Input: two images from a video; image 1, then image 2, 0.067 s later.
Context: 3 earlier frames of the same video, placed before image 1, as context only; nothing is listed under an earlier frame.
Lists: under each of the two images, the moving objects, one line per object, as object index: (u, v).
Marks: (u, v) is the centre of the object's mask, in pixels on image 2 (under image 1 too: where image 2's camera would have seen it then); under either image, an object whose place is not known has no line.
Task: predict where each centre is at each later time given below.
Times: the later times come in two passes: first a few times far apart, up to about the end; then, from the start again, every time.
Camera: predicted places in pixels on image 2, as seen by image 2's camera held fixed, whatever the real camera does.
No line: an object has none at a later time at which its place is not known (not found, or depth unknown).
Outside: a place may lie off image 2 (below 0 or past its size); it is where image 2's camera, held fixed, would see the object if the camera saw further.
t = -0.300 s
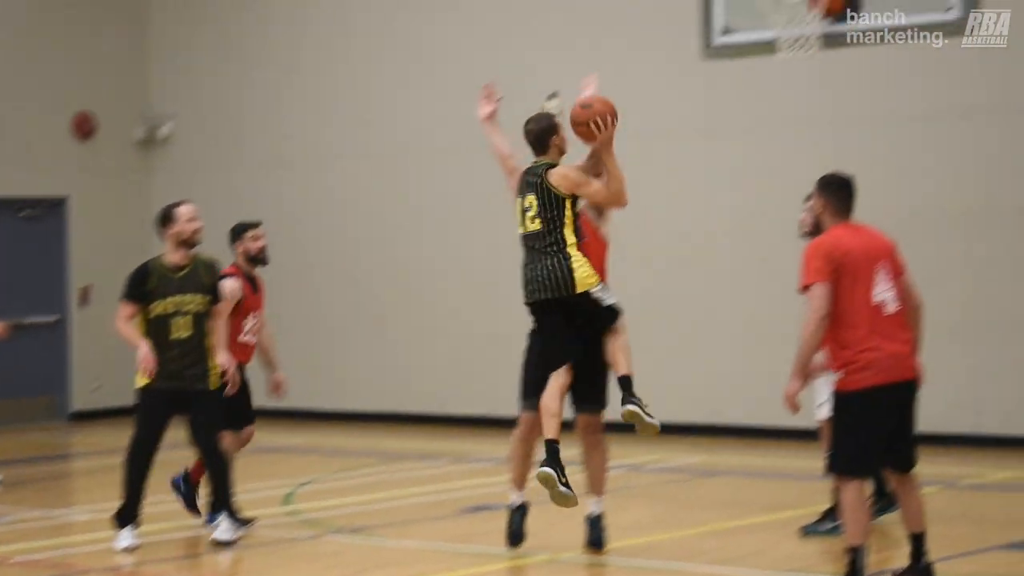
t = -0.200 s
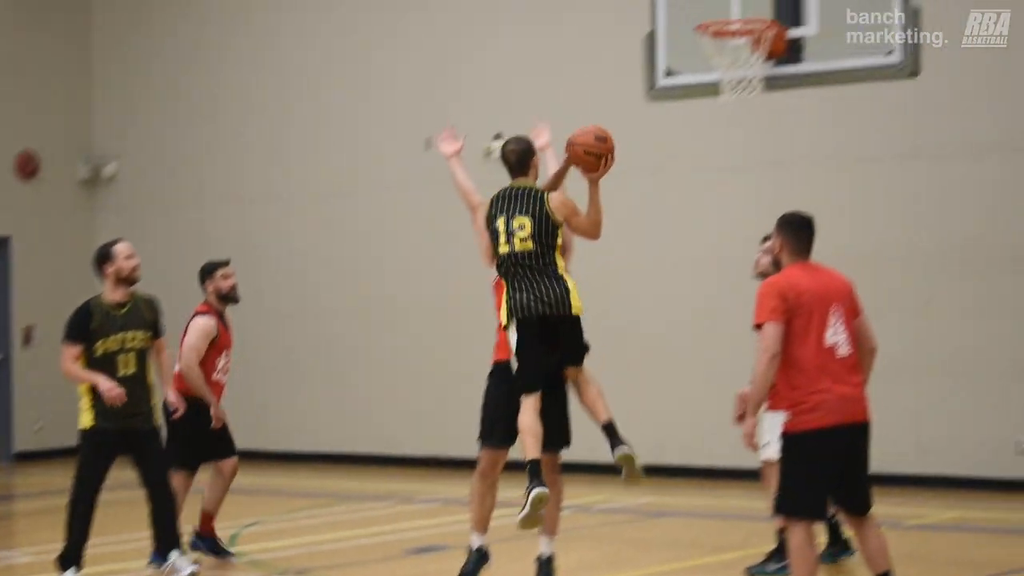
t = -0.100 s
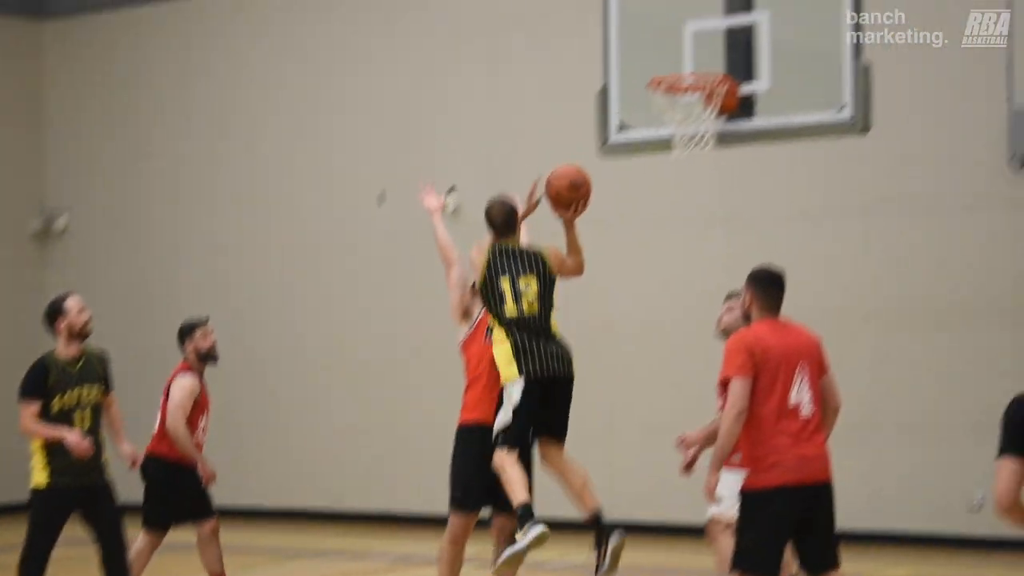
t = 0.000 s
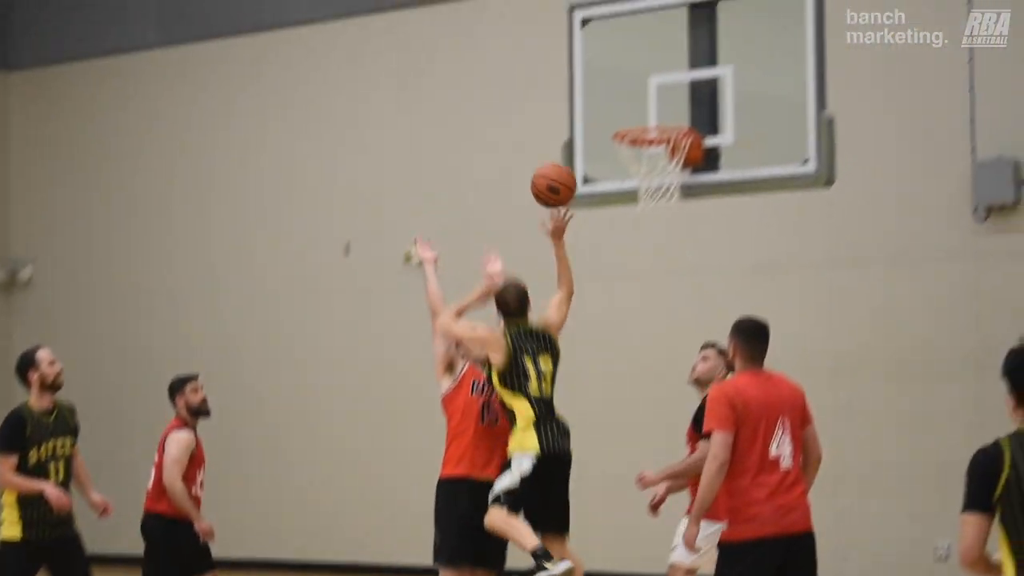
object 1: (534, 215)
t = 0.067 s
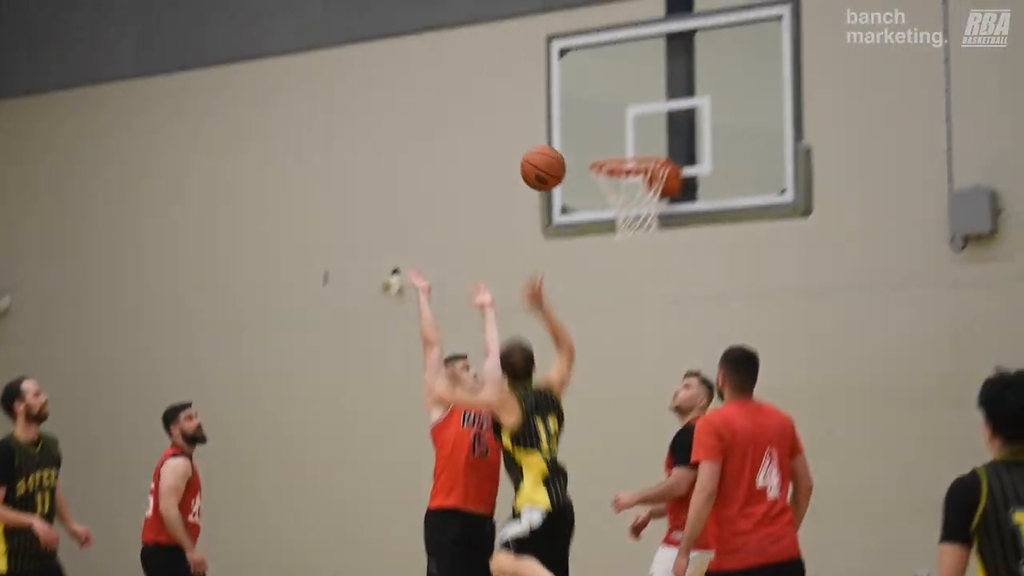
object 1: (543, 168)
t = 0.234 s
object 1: (566, 91)
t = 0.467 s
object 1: (601, 68)
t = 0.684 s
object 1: (633, 128)
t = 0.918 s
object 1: (608, 124)
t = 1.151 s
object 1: (616, 118)
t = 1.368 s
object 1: (621, 144)
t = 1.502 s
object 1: (623, 182)
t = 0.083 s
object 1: (545, 158)
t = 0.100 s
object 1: (547, 148)
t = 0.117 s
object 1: (550, 139)
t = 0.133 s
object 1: (552, 131)
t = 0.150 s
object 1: (554, 123)
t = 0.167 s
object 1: (556, 116)
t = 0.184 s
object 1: (559, 108)
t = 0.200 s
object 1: (561, 102)
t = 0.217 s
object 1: (563, 96)
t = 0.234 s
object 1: (566, 91)
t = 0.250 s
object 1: (568, 86)
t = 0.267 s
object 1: (570, 82)
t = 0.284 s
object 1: (573, 78)
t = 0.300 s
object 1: (576, 75)
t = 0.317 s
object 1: (579, 72)
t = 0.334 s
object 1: (581, 70)
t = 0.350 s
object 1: (584, 68)
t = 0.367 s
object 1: (586, 66)
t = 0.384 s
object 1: (589, 66)
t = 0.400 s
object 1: (591, 66)
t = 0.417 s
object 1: (594, 65)
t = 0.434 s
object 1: (596, 66)
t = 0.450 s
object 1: (599, 66)
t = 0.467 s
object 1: (601, 68)
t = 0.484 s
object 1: (603, 70)
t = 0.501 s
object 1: (605, 72)
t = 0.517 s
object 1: (607, 75)
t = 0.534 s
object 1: (610, 78)
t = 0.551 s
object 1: (612, 81)
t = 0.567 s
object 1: (615, 85)
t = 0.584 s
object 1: (617, 90)
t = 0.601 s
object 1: (620, 95)
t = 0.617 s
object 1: (623, 100)
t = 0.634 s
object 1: (625, 107)
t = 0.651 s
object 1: (628, 114)
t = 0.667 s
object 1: (631, 121)
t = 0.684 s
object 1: (633, 128)
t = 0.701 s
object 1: (635, 135)
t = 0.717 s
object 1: (638, 140)
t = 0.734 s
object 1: (641, 145)
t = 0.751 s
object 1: (637, 145)
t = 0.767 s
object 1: (631, 144)
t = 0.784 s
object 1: (624, 143)
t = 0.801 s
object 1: (618, 143)
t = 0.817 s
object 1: (611, 143)
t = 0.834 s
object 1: (605, 143)
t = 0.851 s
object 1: (605, 140)
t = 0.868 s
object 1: (606, 137)
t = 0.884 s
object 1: (607, 132)
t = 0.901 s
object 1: (607, 128)
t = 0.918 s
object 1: (608, 124)
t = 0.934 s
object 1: (608, 120)
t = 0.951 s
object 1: (609, 117)
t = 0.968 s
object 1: (610, 115)
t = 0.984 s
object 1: (610, 113)
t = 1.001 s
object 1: (611, 111)
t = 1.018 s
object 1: (611, 110)
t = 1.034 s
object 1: (612, 110)
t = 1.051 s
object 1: (612, 110)
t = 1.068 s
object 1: (613, 110)
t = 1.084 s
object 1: (613, 111)
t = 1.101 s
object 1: (614, 112)
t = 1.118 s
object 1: (615, 113)
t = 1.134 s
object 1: (615, 116)
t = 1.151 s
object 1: (616, 118)
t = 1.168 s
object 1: (616, 121)
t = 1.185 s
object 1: (617, 124)
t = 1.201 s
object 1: (618, 128)
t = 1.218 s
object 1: (619, 133)
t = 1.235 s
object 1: (619, 137)
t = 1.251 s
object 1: (620, 140)
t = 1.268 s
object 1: (620, 141)
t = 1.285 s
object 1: (620, 140)
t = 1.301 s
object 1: (621, 141)
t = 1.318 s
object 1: (621, 141)
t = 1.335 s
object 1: (621, 142)
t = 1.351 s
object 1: (621, 143)
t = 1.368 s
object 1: (621, 144)
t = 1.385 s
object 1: (621, 145)
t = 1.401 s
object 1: (621, 155)
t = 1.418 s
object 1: (621, 159)
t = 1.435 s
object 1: (621, 163)
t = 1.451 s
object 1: (621, 167)
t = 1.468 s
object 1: (622, 175)
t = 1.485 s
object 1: (621, 177)
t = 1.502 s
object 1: (623, 182)
